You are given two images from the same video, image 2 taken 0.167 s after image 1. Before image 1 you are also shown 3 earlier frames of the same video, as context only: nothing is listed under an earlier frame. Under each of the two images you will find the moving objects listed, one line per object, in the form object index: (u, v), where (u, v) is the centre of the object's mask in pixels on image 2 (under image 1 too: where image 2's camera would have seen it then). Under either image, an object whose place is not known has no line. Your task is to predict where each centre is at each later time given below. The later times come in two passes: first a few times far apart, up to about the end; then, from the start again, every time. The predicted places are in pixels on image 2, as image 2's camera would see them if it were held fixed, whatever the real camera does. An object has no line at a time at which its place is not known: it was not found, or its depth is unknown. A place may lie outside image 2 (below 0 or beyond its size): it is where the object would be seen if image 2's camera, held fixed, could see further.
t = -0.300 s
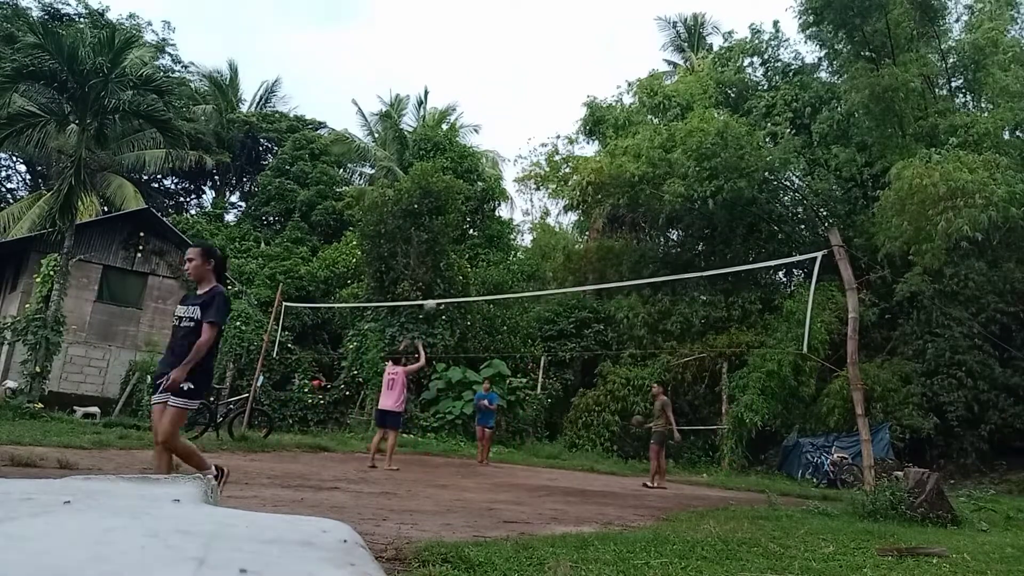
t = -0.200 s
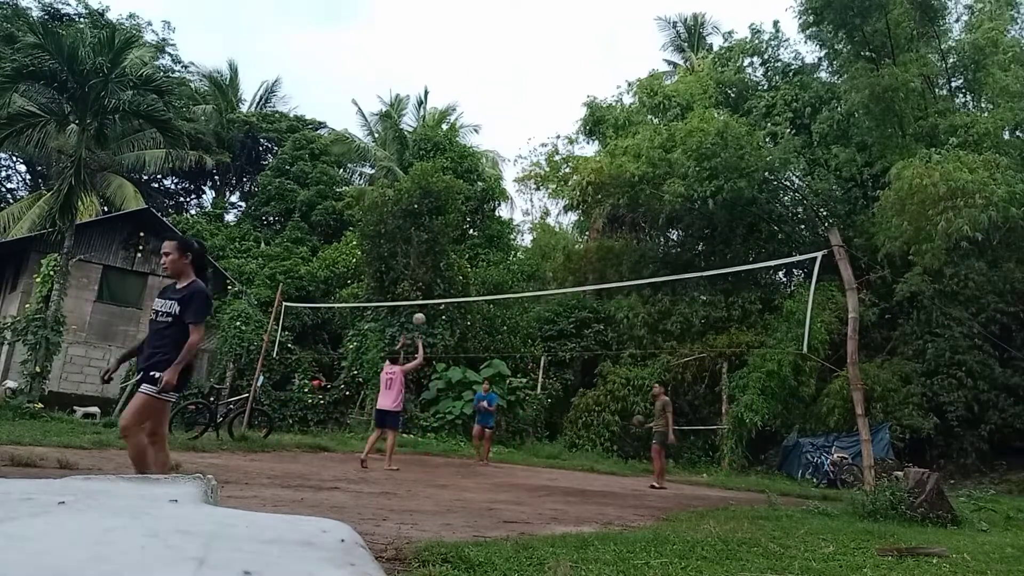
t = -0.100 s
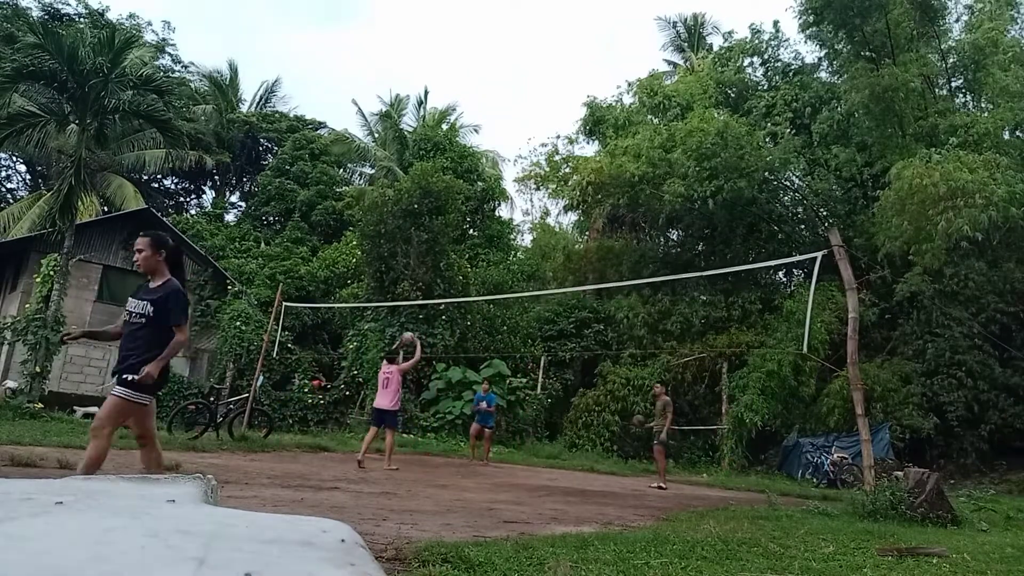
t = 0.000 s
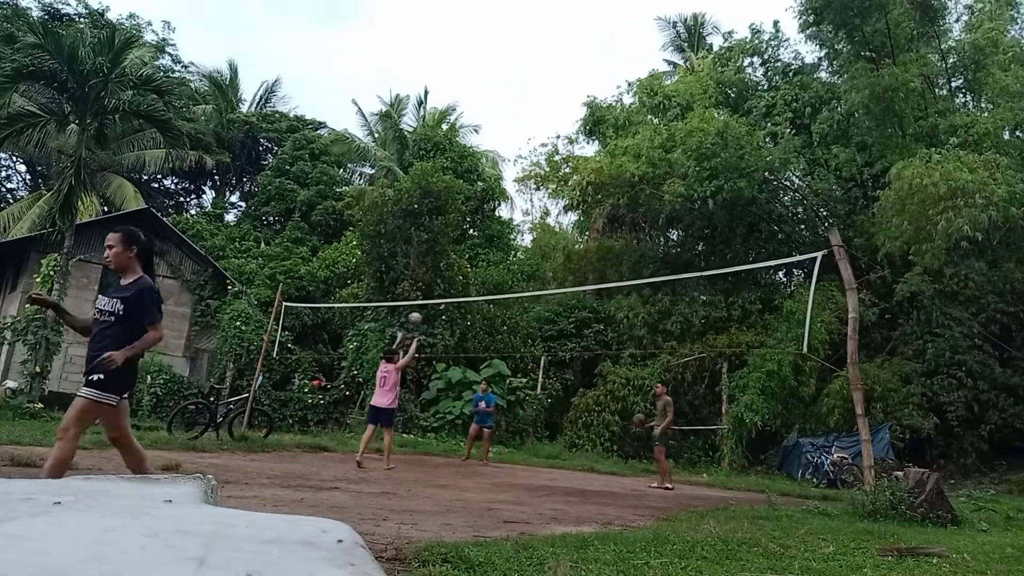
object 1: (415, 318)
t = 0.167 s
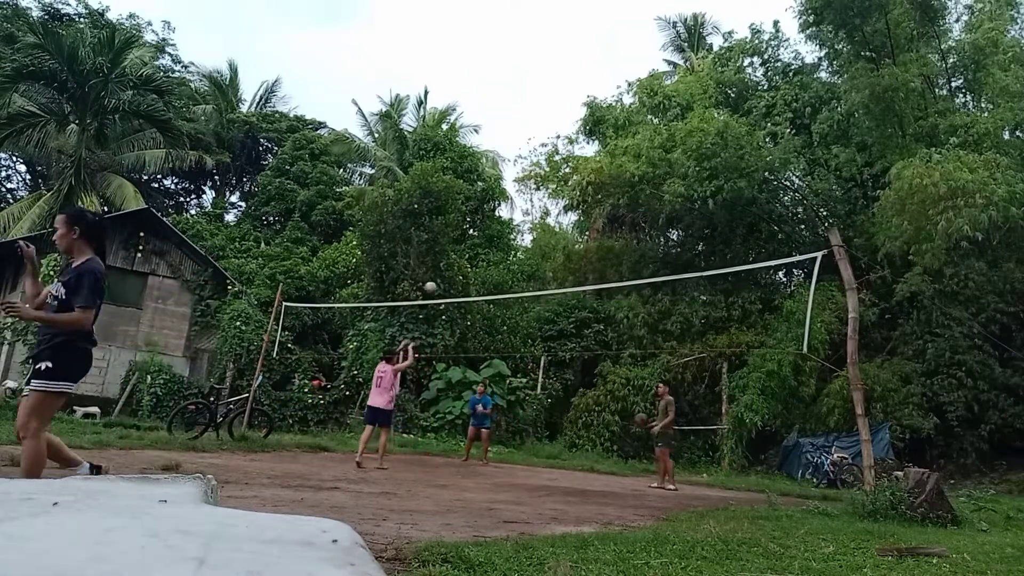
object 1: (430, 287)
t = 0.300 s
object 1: (440, 276)
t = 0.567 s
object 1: (455, 285)
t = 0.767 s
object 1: (462, 316)
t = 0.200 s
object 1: (433, 284)
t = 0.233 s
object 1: (435, 280)
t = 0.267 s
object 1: (438, 278)
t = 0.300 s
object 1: (440, 276)
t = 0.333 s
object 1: (442, 275)
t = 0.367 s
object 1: (444, 275)
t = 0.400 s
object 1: (446, 275)
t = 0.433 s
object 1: (448, 276)
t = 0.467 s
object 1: (450, 277)
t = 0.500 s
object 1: (452, 279)
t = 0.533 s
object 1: (454, 282)
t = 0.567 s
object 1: (455, 285)
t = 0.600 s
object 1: (456, 289)
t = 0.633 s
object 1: (457, 293)
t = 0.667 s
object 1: (458, 296)
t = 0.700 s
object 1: (460, 303)
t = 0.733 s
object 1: (461, 310)
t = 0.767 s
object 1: (462, 316)
